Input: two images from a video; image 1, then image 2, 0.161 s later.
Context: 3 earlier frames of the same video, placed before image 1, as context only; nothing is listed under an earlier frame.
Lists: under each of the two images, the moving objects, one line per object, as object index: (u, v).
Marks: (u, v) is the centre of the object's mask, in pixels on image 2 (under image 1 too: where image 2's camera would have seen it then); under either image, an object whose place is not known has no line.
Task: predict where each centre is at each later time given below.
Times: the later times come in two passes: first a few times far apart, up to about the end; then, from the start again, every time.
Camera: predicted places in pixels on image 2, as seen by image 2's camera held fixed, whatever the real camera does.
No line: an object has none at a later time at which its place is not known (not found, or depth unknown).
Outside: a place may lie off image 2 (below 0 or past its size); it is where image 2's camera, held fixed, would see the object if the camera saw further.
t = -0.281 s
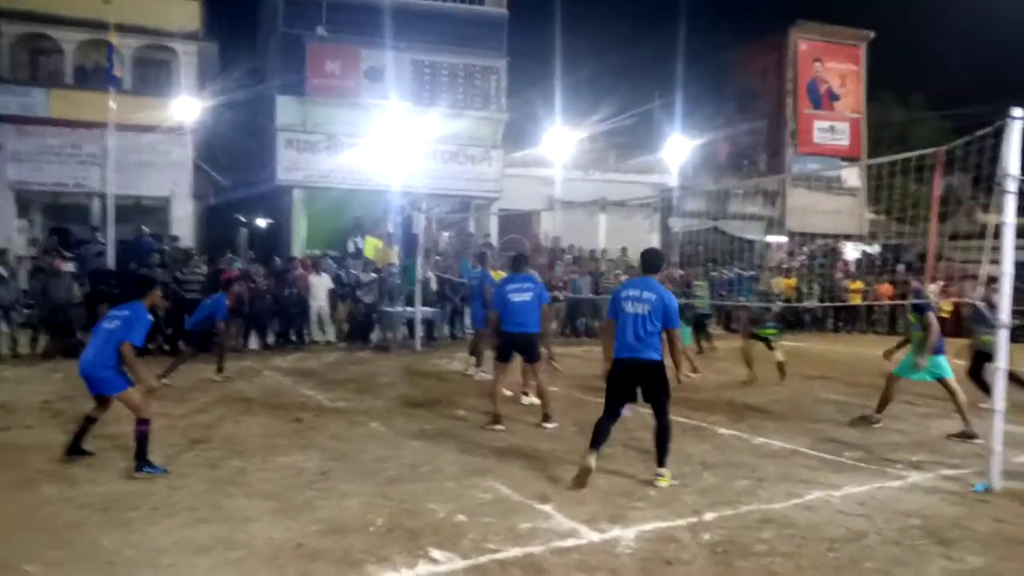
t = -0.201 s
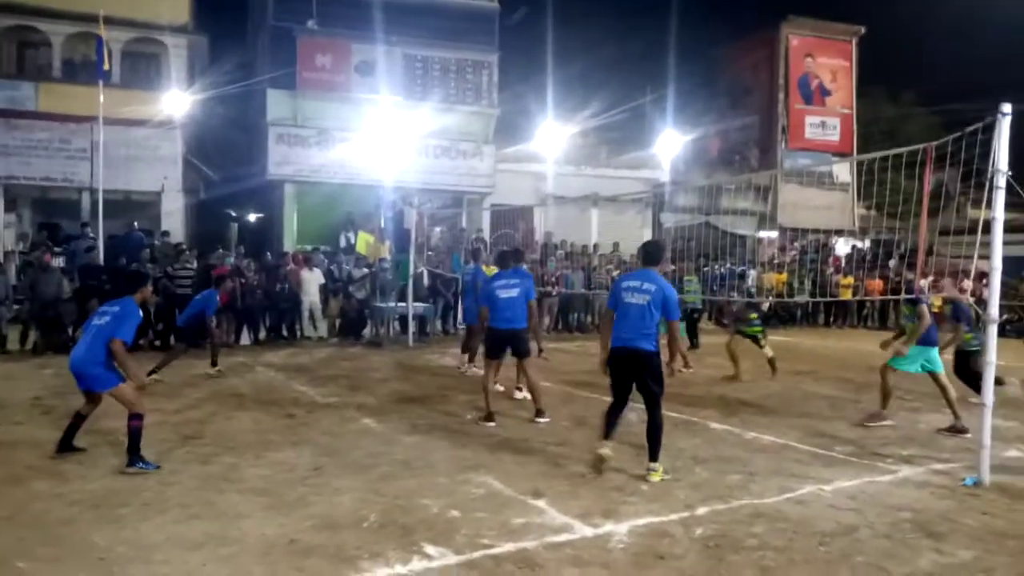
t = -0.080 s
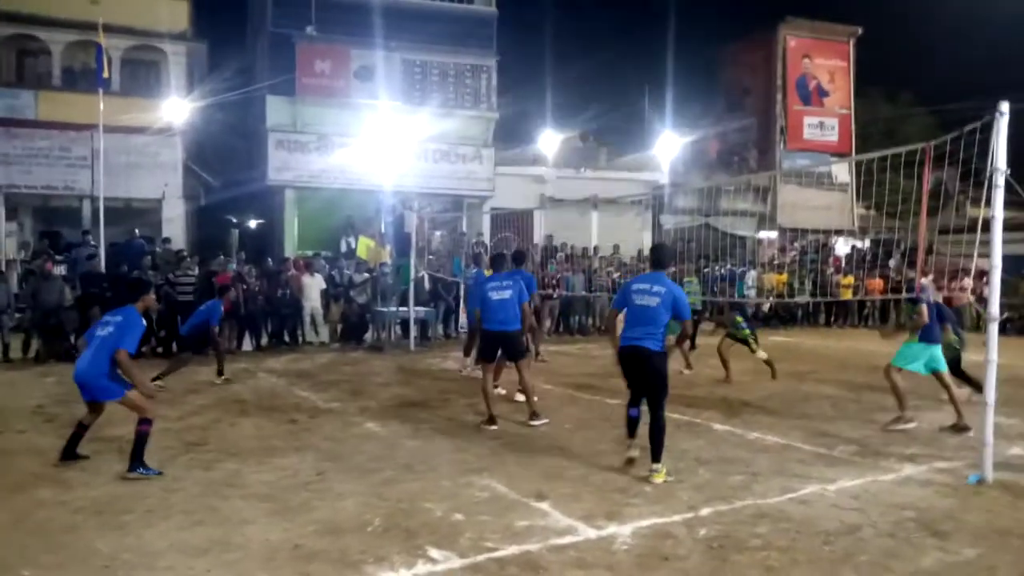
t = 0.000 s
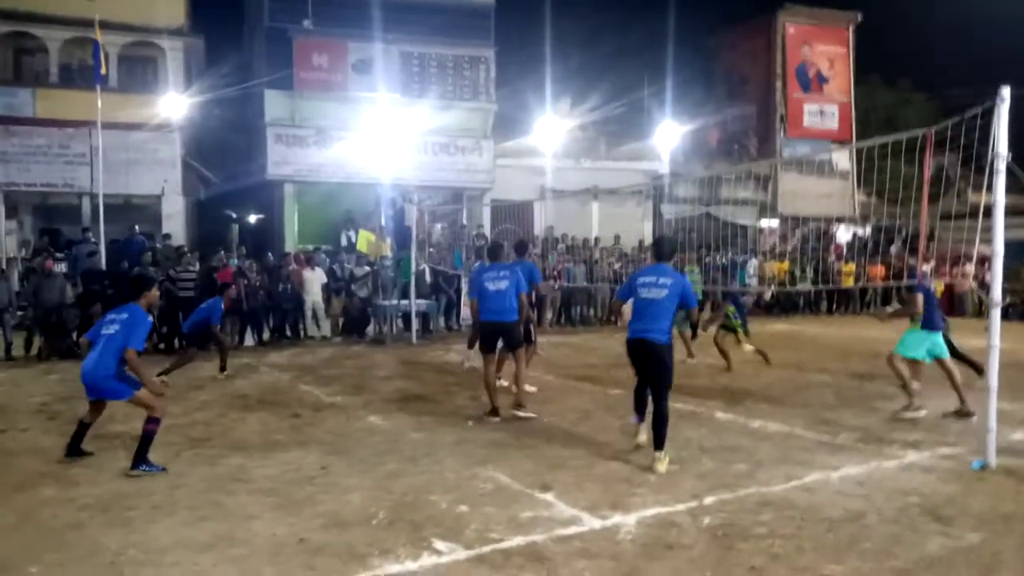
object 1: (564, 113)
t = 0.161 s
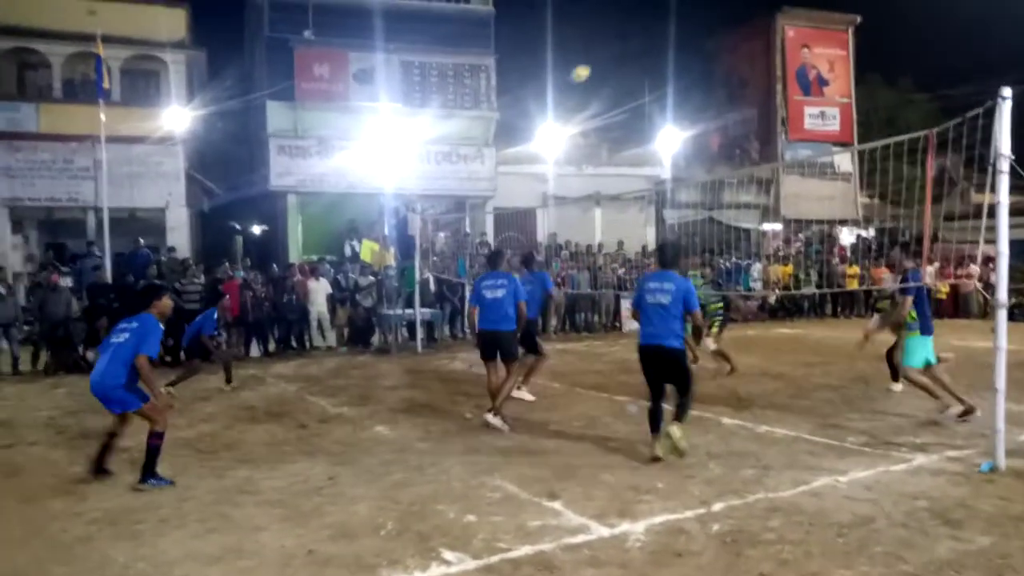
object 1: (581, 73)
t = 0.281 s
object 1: (594, 53)
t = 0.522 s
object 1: (624, 44)
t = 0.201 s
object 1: (585, 66)
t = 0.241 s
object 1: (589, 58)
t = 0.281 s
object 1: (594, 53)
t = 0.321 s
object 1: (598, 48)
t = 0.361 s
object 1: (603, 45)
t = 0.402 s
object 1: (608, 43)
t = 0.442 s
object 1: (613, 42)
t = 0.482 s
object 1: (618, 43)
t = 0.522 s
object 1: (624, 44)
